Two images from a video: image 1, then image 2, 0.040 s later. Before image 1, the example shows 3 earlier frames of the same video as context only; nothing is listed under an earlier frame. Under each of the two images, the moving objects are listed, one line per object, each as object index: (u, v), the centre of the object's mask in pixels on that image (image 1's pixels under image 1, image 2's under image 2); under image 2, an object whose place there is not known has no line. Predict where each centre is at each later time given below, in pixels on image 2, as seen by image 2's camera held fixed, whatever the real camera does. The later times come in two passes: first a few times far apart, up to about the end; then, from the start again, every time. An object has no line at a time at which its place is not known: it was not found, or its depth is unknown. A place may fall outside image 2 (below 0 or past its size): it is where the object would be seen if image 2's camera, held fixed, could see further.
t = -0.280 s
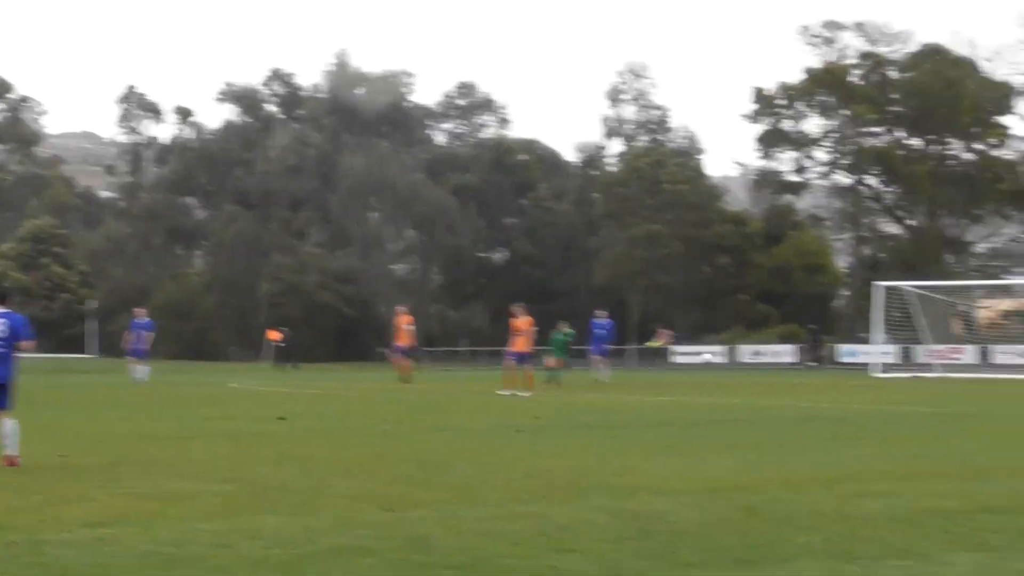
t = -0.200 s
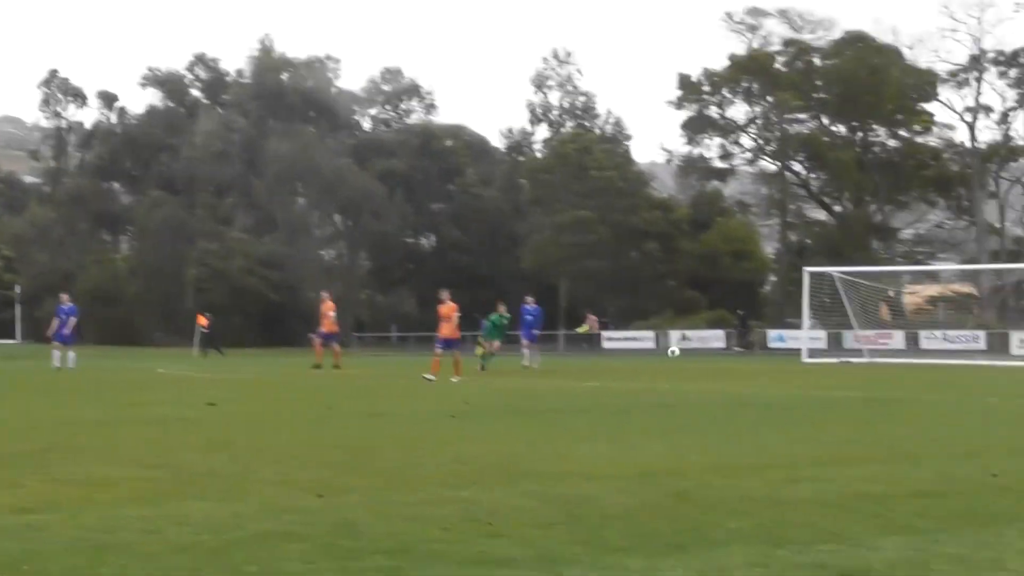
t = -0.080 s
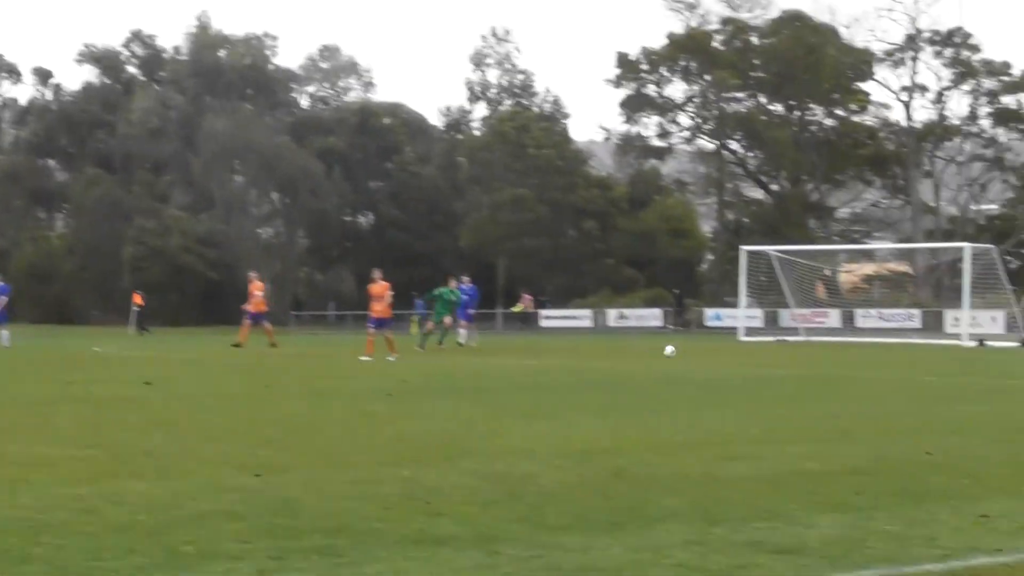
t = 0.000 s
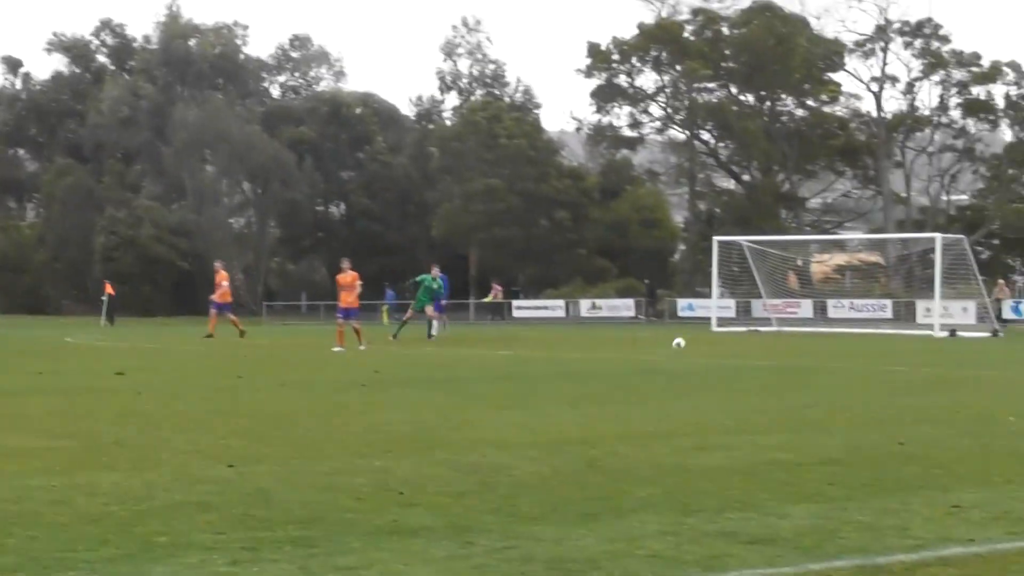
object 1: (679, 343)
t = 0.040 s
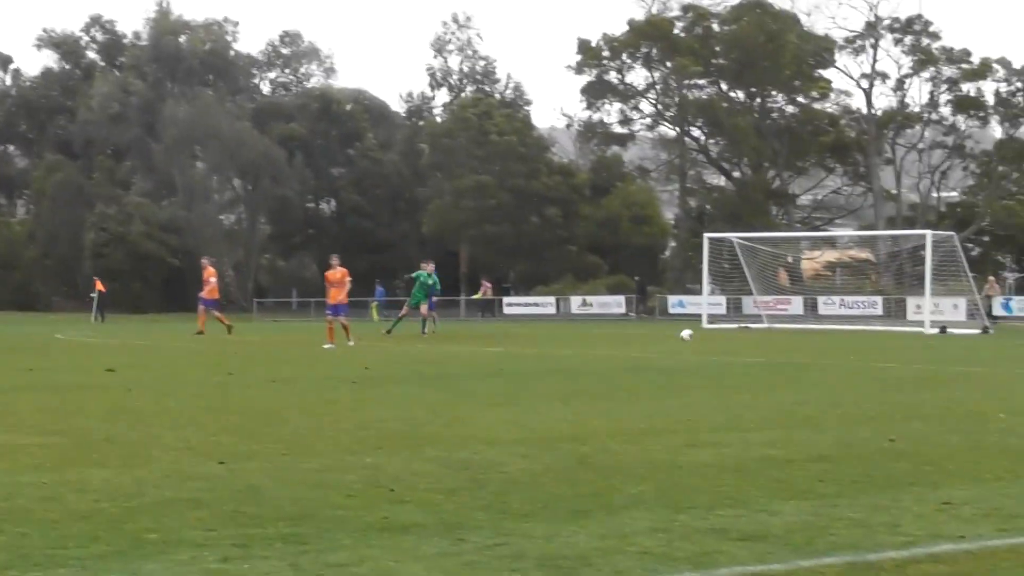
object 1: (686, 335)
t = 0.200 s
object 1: (756, 324)
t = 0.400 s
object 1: (847, 337)
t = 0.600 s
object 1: (938, 350)
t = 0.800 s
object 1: (1027, 343)
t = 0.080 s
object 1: (703, 330)
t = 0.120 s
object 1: (721, 328)
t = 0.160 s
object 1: (738, 326)
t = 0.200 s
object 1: (756, 324)
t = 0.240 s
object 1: (774, 324)
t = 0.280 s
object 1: (792, 326)
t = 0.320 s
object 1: (810, 328)
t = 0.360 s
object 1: (829, 333)
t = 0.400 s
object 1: (847, 337)
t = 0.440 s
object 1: (866, 342)
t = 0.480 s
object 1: (884, 349)
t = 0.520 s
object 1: (904, 357)
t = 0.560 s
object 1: (921, 356)
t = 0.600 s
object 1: (938, 350)
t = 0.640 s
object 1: (956, 347)
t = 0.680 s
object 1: (973, 344)
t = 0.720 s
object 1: (991, 342)
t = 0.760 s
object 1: (1009, 342)
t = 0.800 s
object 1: (1027, 343)
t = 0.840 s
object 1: (1044, 344)
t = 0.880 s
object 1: (1062, 347)
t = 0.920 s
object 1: (1081, 352)
